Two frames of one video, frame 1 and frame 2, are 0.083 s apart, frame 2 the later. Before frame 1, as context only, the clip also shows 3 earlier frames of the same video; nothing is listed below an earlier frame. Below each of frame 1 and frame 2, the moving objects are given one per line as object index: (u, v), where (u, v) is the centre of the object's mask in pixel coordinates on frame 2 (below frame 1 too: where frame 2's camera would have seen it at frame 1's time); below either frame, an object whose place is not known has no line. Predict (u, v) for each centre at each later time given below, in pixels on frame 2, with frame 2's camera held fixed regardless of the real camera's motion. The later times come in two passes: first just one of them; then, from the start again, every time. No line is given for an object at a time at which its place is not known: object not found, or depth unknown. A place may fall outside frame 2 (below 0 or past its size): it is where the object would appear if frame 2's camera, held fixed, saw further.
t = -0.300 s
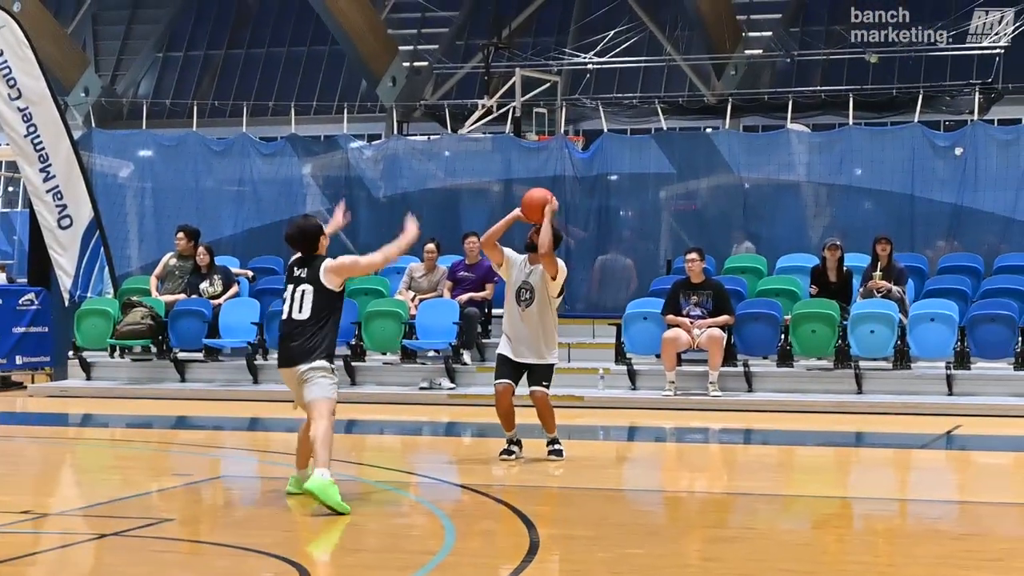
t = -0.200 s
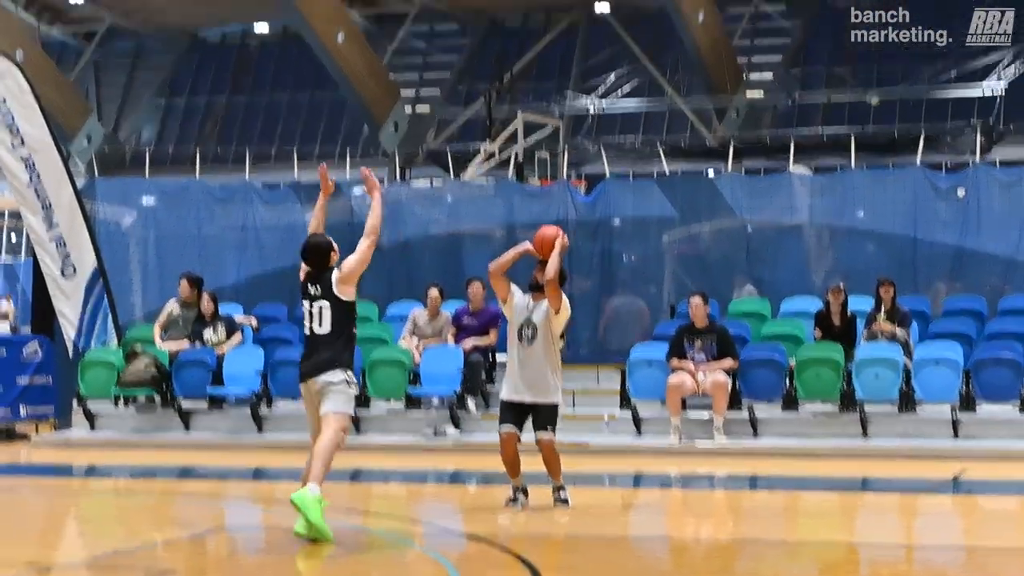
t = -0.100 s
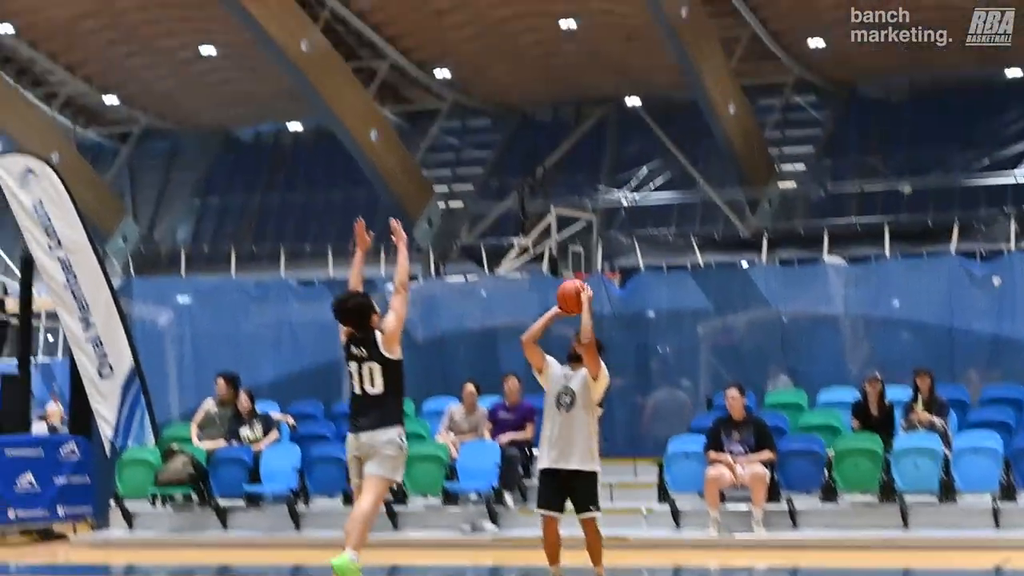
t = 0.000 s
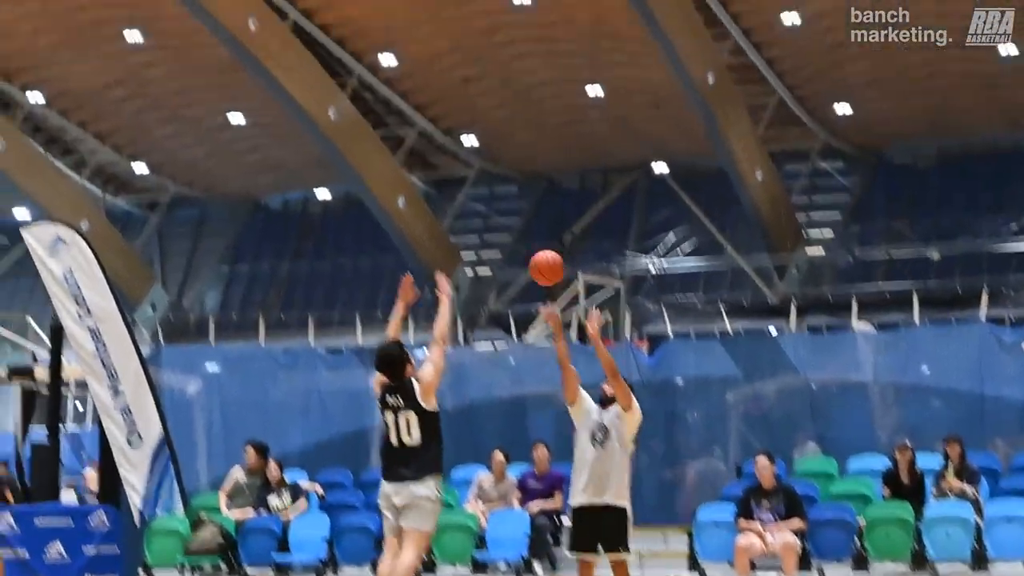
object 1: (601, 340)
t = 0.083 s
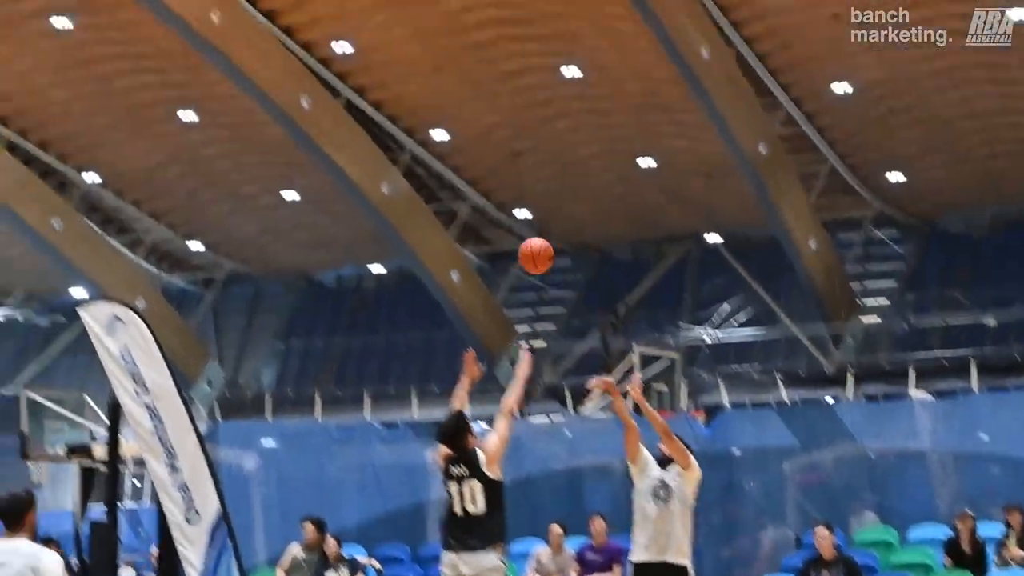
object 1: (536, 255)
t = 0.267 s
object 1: (391, 100)
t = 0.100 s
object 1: (523, 240)
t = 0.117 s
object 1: (509, 224)
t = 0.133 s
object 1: (496, 209)
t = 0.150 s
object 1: (484, 194)
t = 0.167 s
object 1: (470, 180)
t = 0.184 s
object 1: (457, 166)
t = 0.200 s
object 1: (444, 153)
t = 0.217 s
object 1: (431, 139)
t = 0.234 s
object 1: (417, 125)
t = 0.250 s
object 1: (404, 112)
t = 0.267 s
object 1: (391, 100)
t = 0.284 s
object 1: (378, 88)
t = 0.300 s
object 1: (365, 77)
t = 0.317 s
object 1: (352, 66)
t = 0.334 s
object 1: (338, 54)
